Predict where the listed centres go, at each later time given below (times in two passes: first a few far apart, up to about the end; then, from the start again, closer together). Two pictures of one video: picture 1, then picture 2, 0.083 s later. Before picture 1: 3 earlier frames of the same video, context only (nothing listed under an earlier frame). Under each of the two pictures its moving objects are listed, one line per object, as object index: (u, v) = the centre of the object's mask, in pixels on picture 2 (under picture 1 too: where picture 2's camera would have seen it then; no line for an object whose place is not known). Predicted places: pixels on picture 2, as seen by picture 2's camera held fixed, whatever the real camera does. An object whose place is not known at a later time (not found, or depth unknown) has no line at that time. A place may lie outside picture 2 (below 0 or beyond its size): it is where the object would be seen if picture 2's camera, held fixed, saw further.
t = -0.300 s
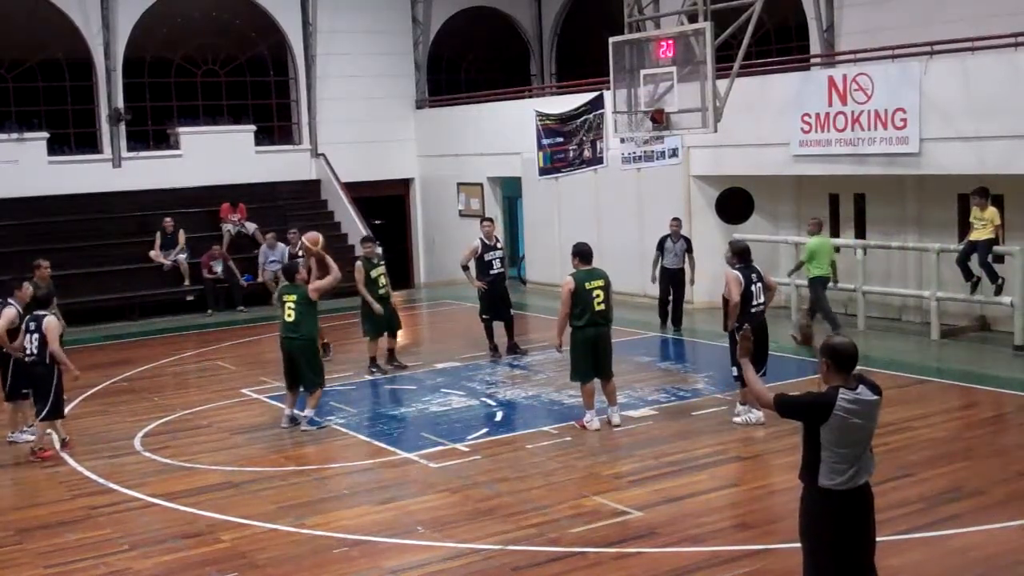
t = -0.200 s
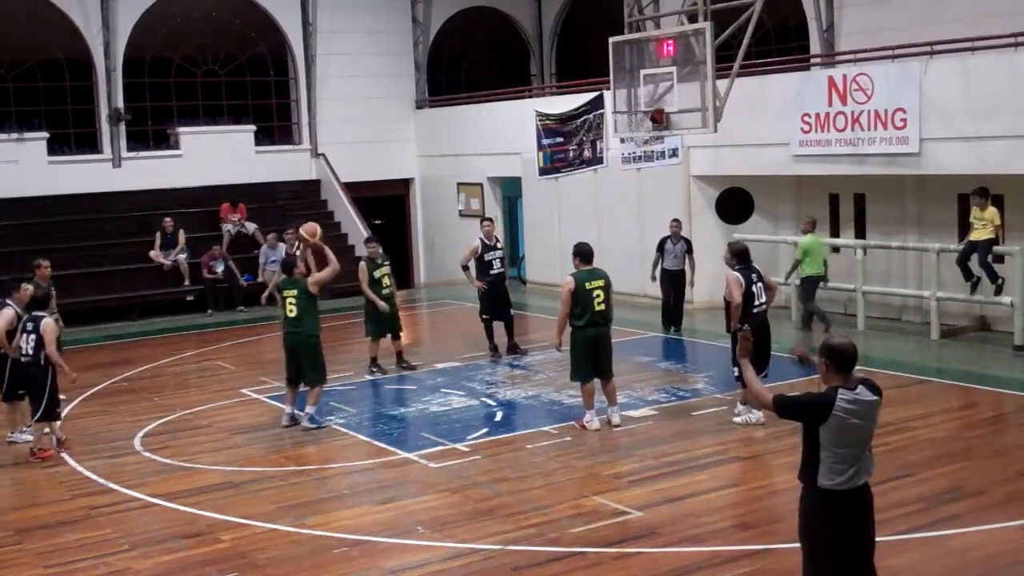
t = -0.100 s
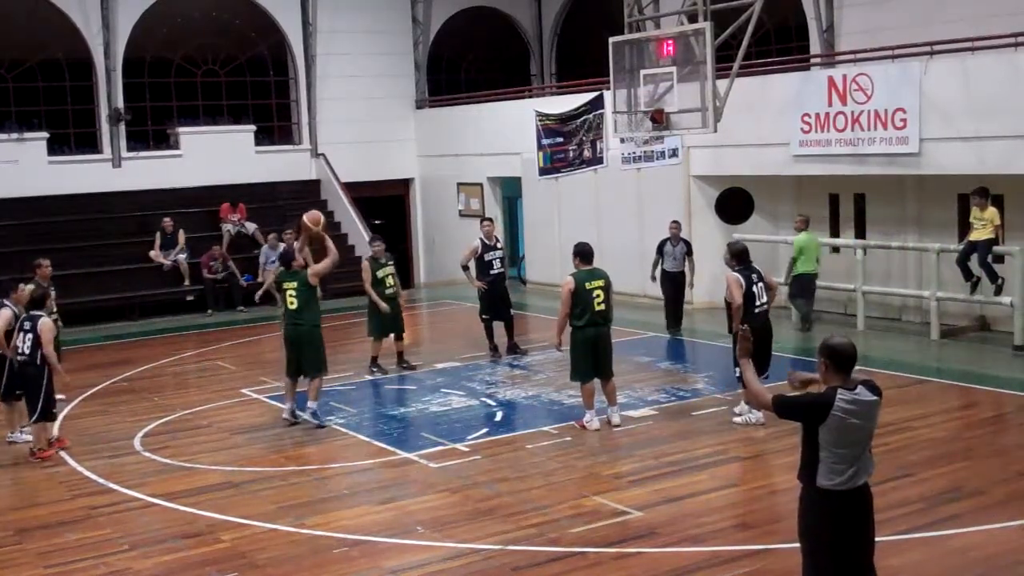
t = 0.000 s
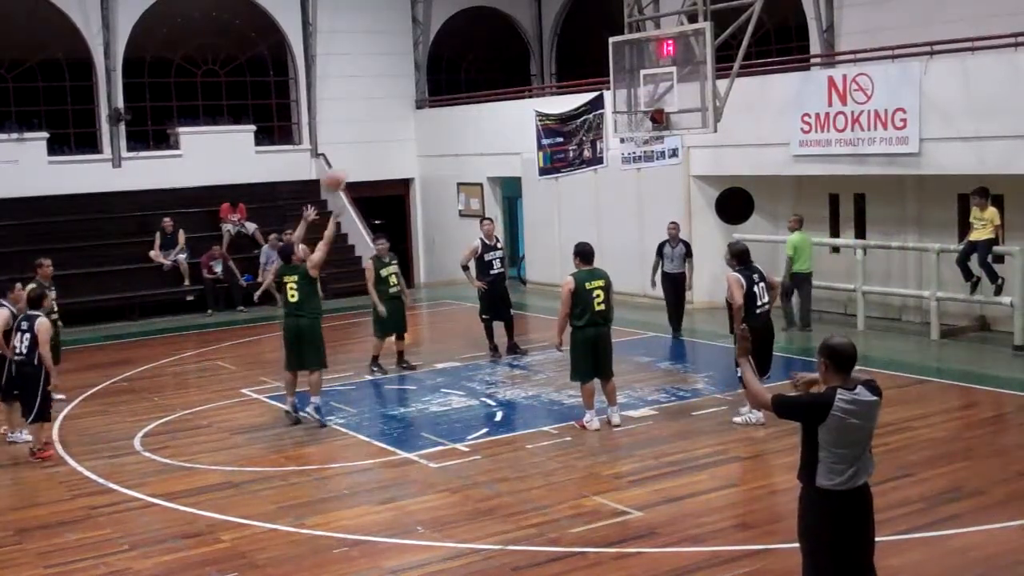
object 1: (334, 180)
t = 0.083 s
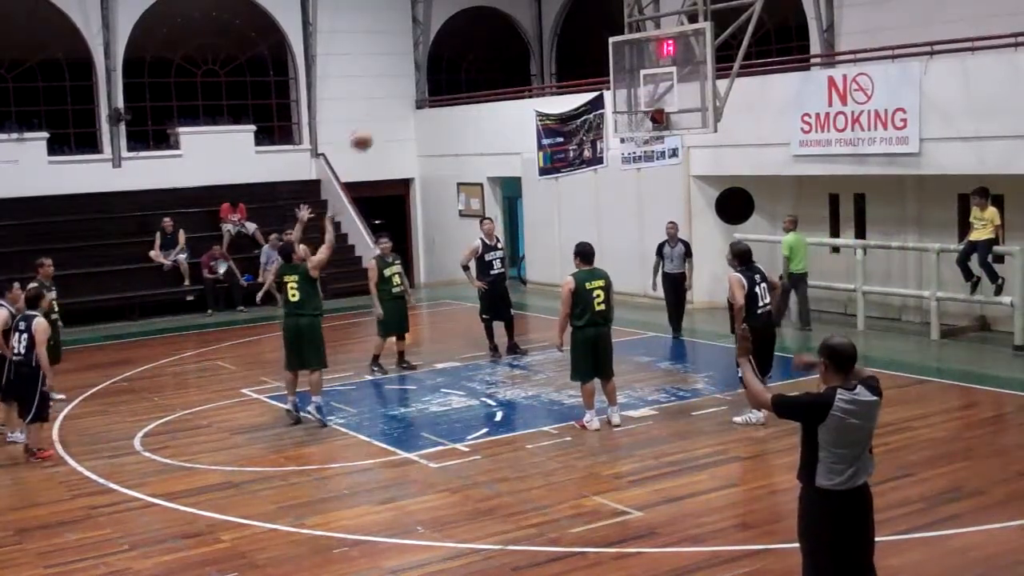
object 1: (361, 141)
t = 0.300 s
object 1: (431, 64)
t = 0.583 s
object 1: (515, 38)
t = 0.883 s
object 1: (601, 83)
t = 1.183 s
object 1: (632, 100)
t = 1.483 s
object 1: (603, 98)
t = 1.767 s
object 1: (582, 141)
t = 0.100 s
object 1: (367, 133)
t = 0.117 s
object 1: (372, 125)
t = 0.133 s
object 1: (377, 118)
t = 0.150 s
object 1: (383, 111)
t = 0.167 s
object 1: (388, 105)
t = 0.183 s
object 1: (393, 99)
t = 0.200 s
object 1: (398, 93)
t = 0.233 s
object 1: (409, 82)
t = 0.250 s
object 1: (414, 78)
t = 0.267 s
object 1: (419, 74)
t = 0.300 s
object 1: (431, 64)
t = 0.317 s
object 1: (436, 62)
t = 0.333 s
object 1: (440, 58)
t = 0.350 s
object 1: (445, 55)
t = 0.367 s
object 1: (451, 52)
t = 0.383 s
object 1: (455, 49)
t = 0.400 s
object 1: (460, 47)
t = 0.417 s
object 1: (466, 44)
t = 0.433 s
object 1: (471, 42)
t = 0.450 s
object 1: (476, 41)
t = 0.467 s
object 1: (481, 39)
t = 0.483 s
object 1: (486, 39)
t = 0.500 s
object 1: (491, 38)
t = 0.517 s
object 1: (495, 38)
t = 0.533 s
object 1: (501, 37)
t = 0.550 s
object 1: (506, 37)
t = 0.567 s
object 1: (511, 37)
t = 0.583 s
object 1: (515, 38)
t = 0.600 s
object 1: (519, 38)
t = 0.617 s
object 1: (524, 39)
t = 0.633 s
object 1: (529, 39)
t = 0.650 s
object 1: (533, 41)
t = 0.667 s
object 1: (539, 42)
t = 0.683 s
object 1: (545, 44)
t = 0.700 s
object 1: (549, 46)
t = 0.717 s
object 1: (555, 49)
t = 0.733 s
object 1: (560, 52)
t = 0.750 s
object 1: (564, 55)
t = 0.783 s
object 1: (573, 62)
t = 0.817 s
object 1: (582, 68)
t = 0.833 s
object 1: (587, 71)
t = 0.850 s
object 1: (592, 77)
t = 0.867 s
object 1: (597, 80)
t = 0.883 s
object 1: (601, 83)
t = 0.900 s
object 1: (606, 89)
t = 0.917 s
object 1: (610, 95)
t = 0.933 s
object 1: (616, 102)
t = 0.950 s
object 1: (618, 103)
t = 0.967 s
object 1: (621, 103)
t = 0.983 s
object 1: (623, 102)
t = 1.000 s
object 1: (626, 102)
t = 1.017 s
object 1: (628, 102)
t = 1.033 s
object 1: (631, 102)
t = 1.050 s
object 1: (633, 102)
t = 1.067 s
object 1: (635, 103)
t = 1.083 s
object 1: (636, 103)
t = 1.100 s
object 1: (637, 105)
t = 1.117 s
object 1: (639, 105)
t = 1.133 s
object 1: (637, 103)
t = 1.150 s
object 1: (636, 101)
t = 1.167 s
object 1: (634, 100)
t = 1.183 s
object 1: (632, 100)
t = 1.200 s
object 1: (630, 99)
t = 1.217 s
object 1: (627, 99)
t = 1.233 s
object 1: (625, 98)
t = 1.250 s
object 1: (624, 99)
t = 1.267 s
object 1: (621, 99)
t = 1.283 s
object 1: (619, 99)
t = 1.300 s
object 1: (617, 100)
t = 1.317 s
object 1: (615, 100)
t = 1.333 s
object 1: (614, 100)
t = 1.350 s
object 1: (613, 100)
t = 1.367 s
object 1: (612, 100)
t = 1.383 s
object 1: (610, 99)
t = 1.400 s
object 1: (610, 99)
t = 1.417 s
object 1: (609, 99)
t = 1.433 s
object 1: (607, 98)
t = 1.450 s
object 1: (605, 98)
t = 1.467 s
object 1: (604, 97)
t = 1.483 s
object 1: (603, 98)
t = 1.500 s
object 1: (602, 98)
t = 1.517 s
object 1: (600, 99)
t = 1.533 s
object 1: (599, 101)
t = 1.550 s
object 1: (598, 101)
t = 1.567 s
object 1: (596, 104)
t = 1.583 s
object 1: (594, 106)
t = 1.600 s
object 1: (593, 107)
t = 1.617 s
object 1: (592, 109)
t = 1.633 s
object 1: (591, 112)
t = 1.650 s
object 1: (589, 117)
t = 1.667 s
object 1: (589, 119)
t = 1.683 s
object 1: (587, 121)
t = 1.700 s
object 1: (585, 125)
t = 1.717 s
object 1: (585, 129)
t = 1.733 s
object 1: (584, 133)
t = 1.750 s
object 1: (583, 137)
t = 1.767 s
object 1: (582, 141)
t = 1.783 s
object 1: (581, 145)
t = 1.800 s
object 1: (580, 150)
